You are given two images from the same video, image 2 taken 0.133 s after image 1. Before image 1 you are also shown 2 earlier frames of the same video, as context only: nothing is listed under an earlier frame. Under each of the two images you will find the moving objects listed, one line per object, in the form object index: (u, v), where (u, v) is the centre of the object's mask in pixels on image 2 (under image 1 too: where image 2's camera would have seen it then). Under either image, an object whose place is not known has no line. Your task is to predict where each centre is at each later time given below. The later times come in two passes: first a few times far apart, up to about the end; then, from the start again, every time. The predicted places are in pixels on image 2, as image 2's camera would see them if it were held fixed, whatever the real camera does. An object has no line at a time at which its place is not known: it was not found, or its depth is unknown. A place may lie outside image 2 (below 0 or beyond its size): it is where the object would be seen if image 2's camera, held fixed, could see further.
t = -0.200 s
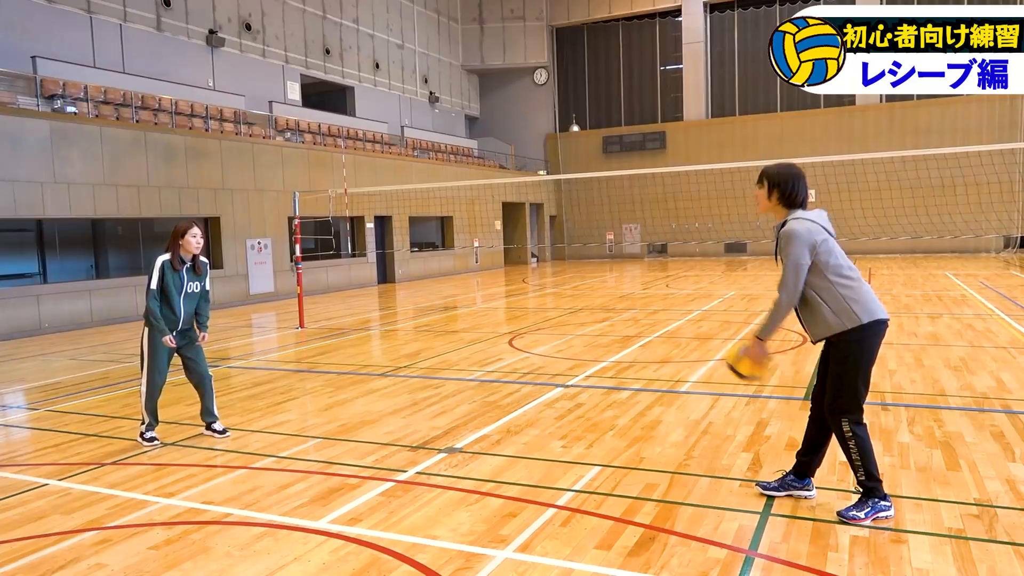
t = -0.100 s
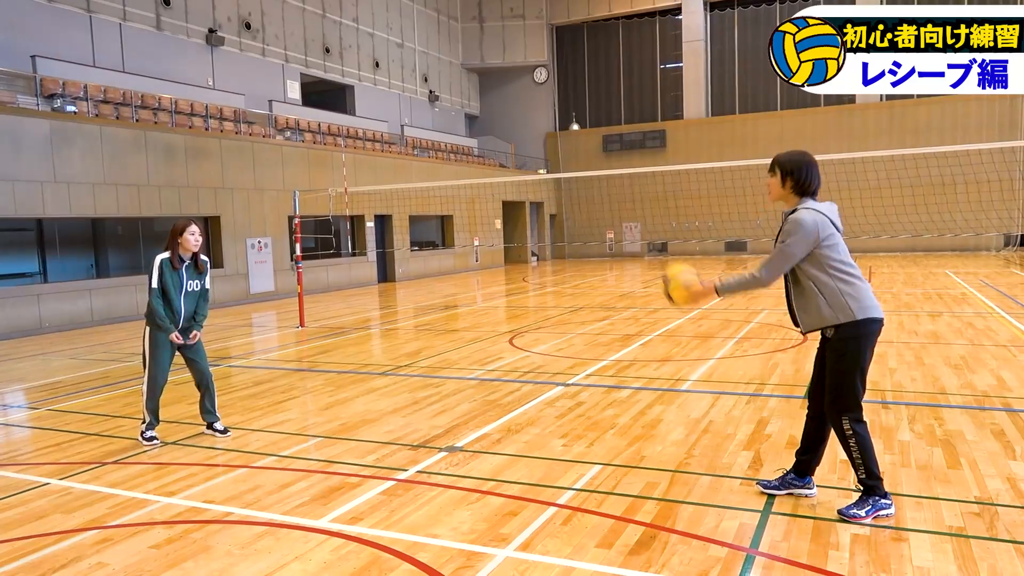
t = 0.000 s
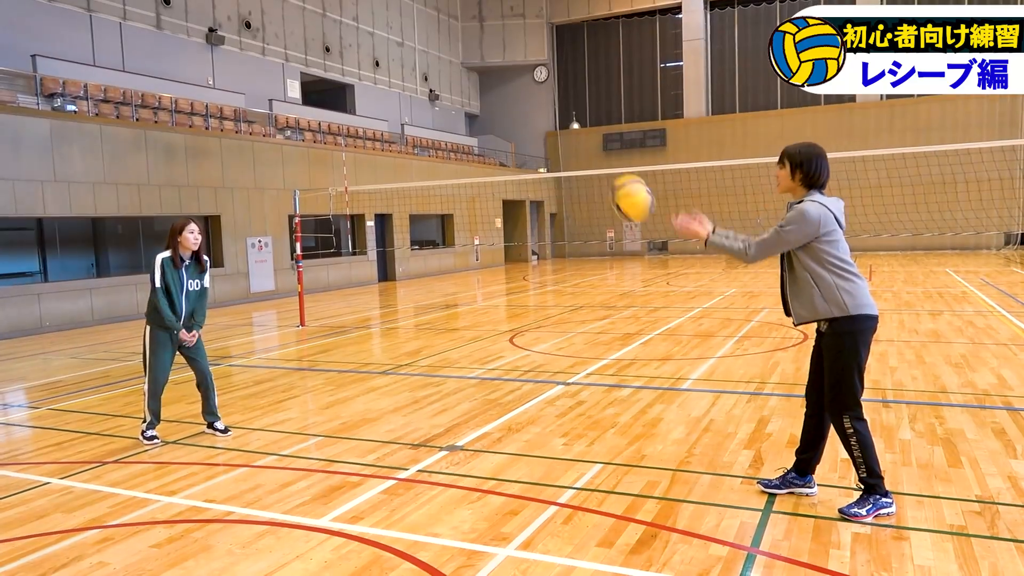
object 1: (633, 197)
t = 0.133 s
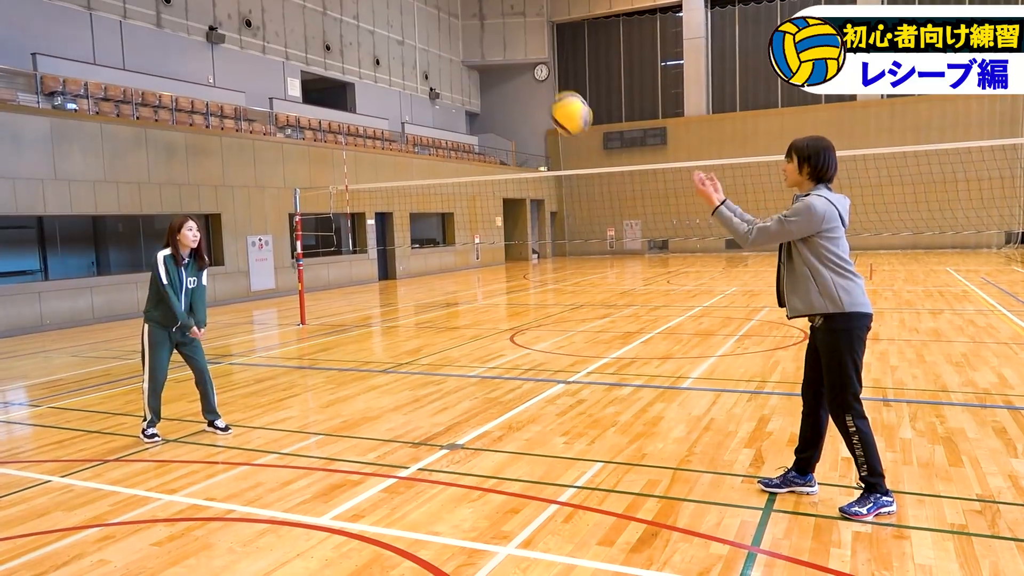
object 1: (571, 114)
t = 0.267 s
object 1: (514, 65)
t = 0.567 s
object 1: (402, 73)
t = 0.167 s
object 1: (557, 99)
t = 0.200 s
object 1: (541, 85)
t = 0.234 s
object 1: (528, 74)
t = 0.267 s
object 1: (514, 65)
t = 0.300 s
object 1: (500, 58)
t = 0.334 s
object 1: (487, 53)
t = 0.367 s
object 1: (474, 50)
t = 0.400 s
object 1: (461, 49)
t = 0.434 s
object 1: (449, 50)
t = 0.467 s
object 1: (437, 53)
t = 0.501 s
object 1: (425, 58)
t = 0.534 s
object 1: (413, 64)
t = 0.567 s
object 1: (402, 73)
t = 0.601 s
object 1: (391, 83)
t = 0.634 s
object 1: (380, 95)
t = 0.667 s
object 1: (370, 108)
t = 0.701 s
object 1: (360, 124)
